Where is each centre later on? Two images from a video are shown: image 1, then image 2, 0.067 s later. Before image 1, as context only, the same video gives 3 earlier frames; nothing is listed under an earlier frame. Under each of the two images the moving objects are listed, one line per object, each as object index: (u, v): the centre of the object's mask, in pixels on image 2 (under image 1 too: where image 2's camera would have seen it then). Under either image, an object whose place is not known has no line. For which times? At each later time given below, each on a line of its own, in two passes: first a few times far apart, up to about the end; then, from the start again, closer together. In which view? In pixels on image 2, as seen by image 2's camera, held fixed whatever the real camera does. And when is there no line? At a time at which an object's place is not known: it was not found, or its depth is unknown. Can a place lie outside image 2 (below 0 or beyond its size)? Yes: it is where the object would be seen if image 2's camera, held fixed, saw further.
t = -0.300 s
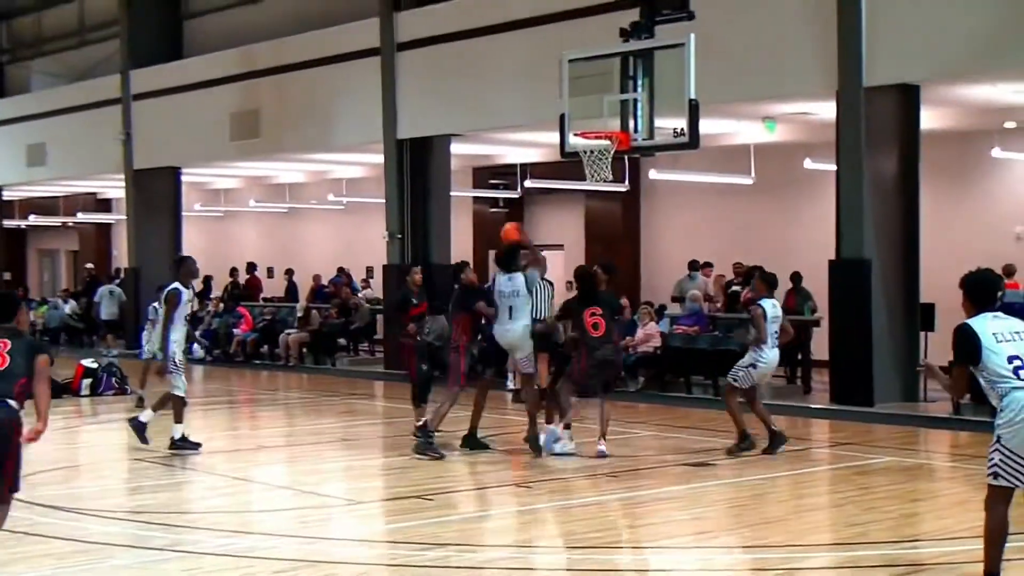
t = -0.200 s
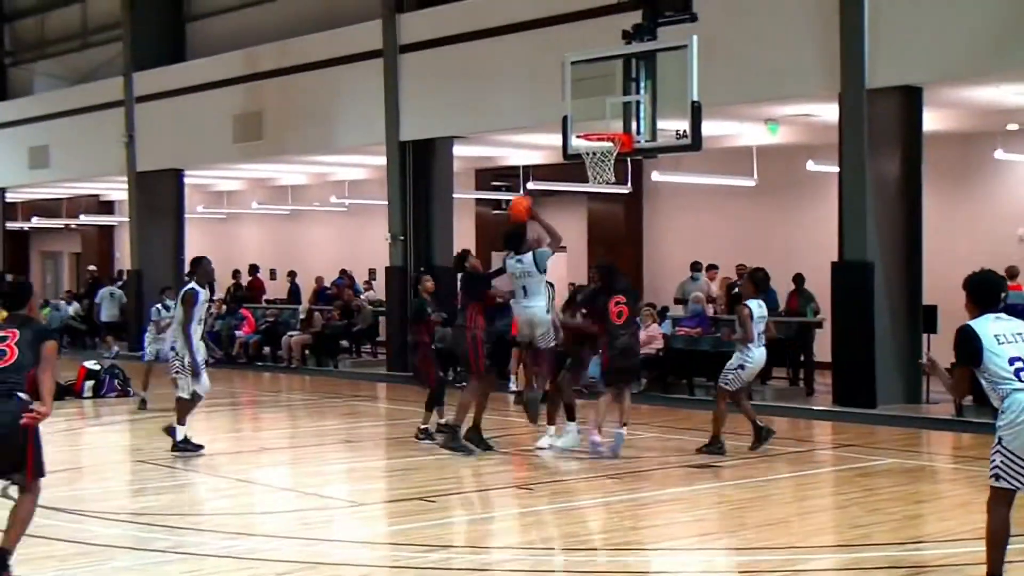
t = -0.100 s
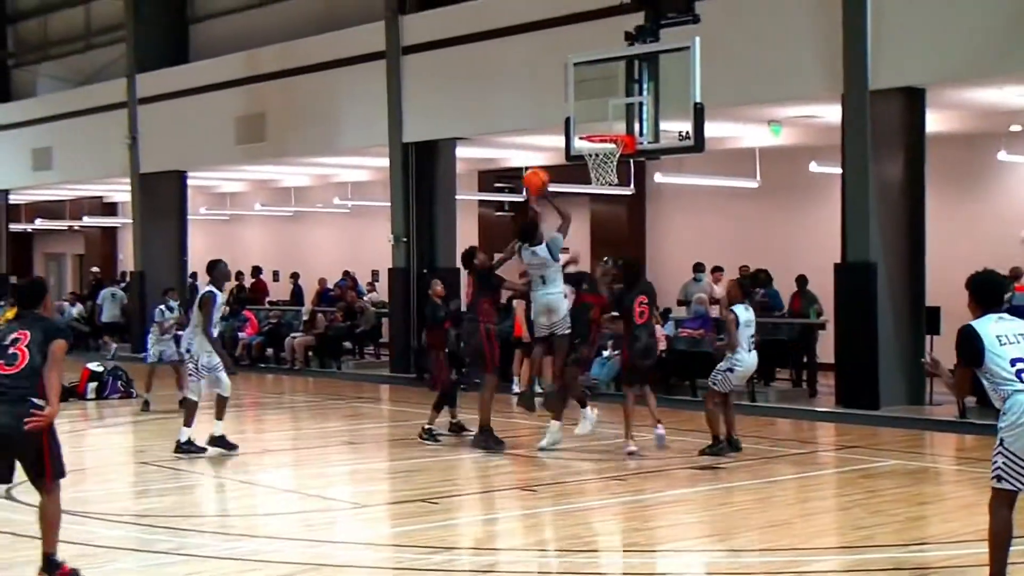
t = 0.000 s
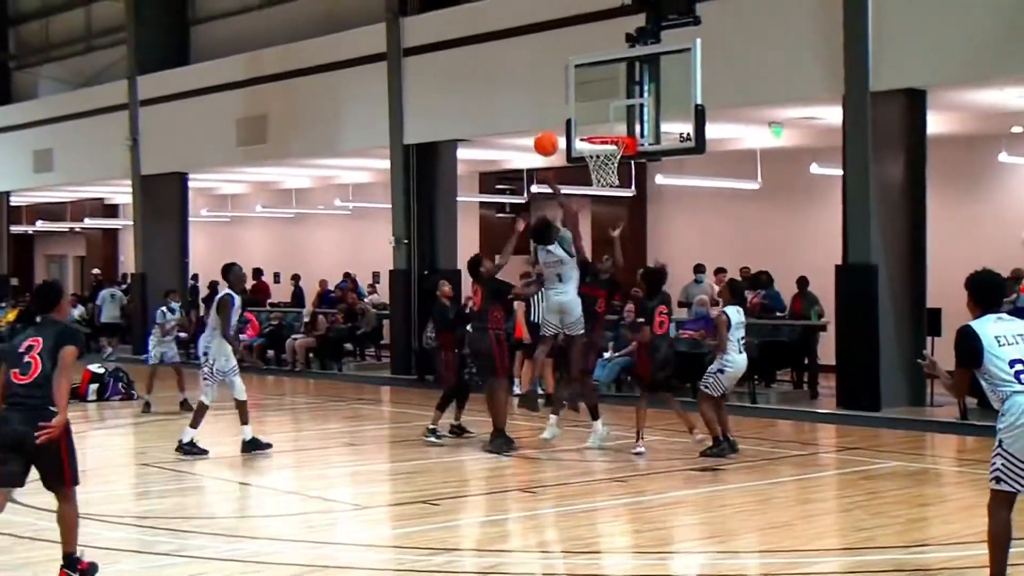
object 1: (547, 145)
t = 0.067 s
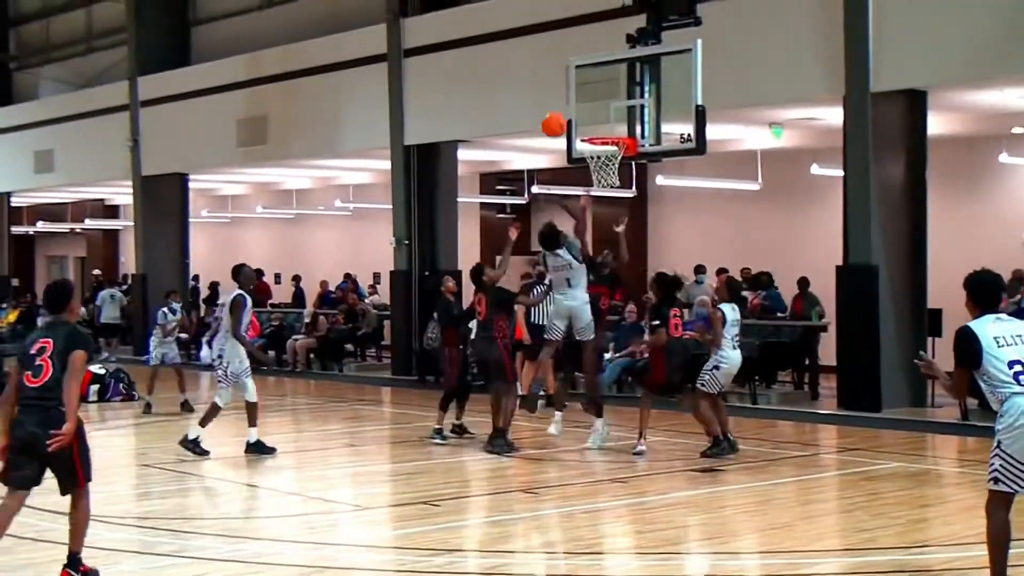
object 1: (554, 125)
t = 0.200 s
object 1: (568, 99)
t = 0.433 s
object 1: (592, 98)
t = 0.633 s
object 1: (611, 139)
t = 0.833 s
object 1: (618, 177)
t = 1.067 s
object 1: (613, 231)
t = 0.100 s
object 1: (557, 116)
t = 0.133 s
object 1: (561, 110)
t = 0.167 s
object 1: (565, 104)
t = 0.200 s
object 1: (568, 99)
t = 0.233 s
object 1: (572, 96)
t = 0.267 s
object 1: (575, 94)
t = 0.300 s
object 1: (578, 92)
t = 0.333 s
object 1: (582, 92)
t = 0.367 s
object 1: (585, 93)
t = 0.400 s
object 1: (589, 95)
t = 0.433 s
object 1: (592, 98)
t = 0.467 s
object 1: (595, 102)
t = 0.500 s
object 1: (598, 107)
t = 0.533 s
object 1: (602, 113)
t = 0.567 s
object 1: (605, 121)
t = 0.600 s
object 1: (609, 129)
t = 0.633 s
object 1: (611, 139)
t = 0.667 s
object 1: (615, 149)
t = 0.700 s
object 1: (617, 154)
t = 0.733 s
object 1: (622, 163)
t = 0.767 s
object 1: (621, 169)
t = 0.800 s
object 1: (618, 171)
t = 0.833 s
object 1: (618, 177)
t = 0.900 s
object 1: (617, 180)
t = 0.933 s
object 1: (615, 189)
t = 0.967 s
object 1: (615, 199)
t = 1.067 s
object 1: (613, 231)
